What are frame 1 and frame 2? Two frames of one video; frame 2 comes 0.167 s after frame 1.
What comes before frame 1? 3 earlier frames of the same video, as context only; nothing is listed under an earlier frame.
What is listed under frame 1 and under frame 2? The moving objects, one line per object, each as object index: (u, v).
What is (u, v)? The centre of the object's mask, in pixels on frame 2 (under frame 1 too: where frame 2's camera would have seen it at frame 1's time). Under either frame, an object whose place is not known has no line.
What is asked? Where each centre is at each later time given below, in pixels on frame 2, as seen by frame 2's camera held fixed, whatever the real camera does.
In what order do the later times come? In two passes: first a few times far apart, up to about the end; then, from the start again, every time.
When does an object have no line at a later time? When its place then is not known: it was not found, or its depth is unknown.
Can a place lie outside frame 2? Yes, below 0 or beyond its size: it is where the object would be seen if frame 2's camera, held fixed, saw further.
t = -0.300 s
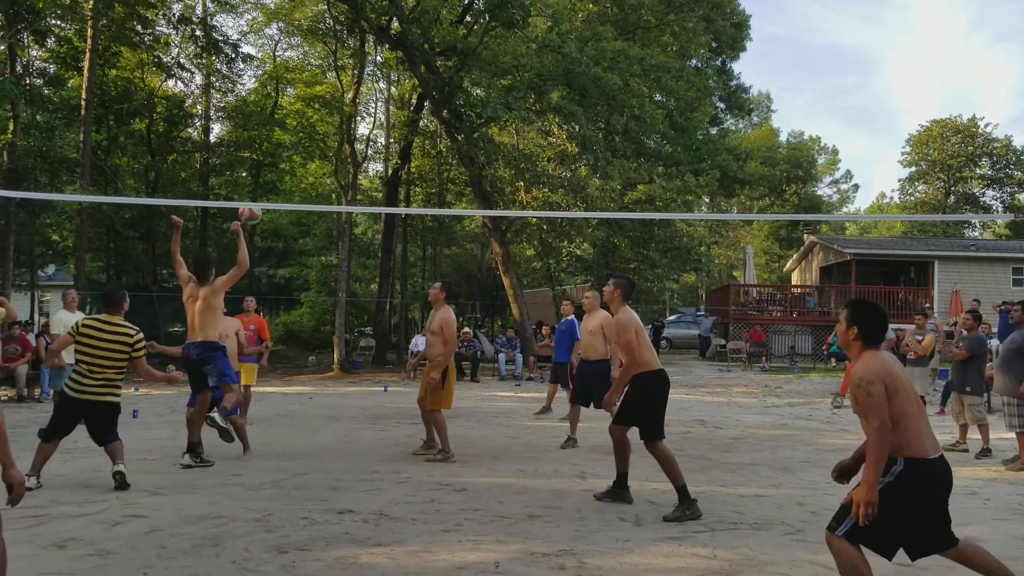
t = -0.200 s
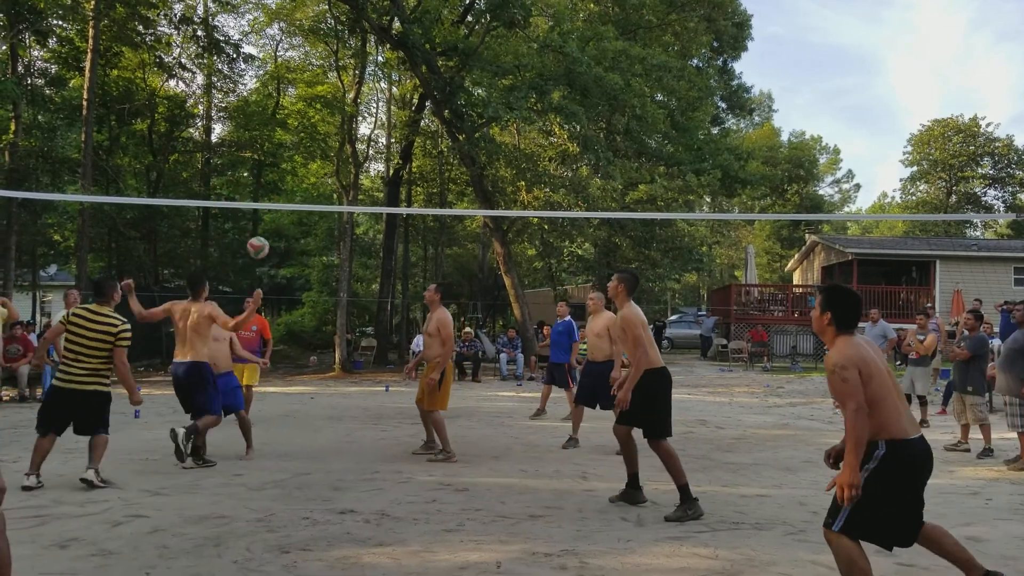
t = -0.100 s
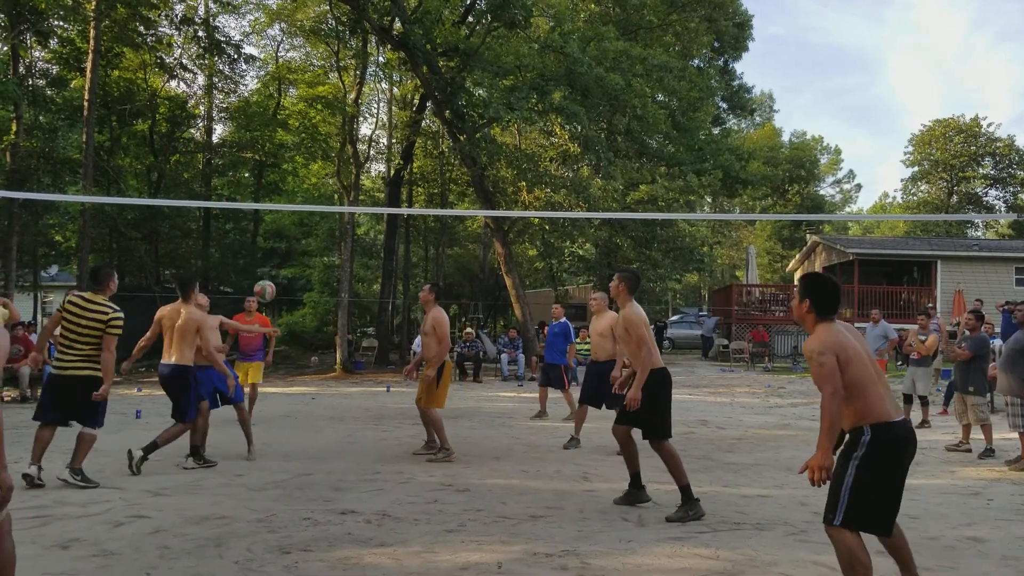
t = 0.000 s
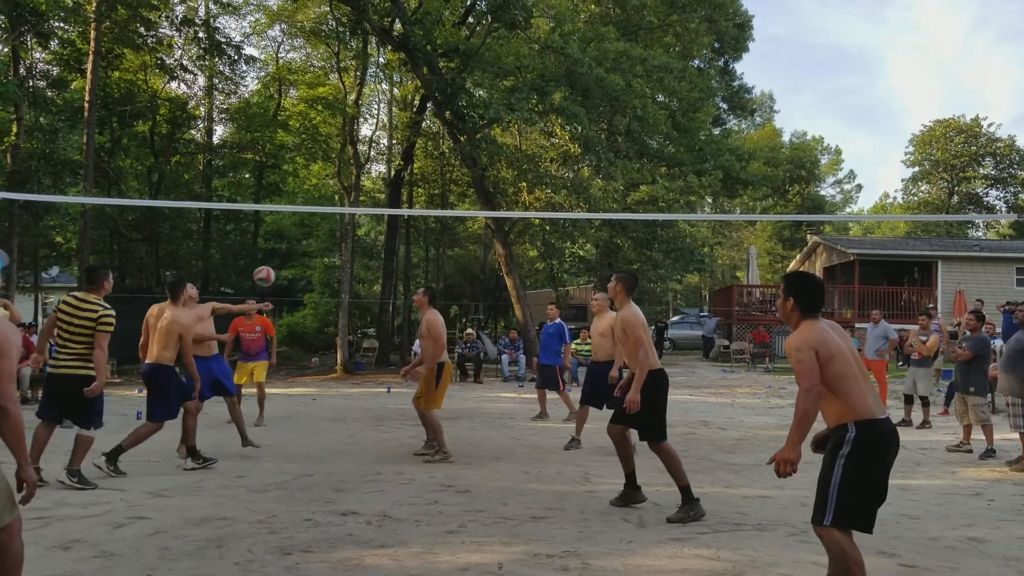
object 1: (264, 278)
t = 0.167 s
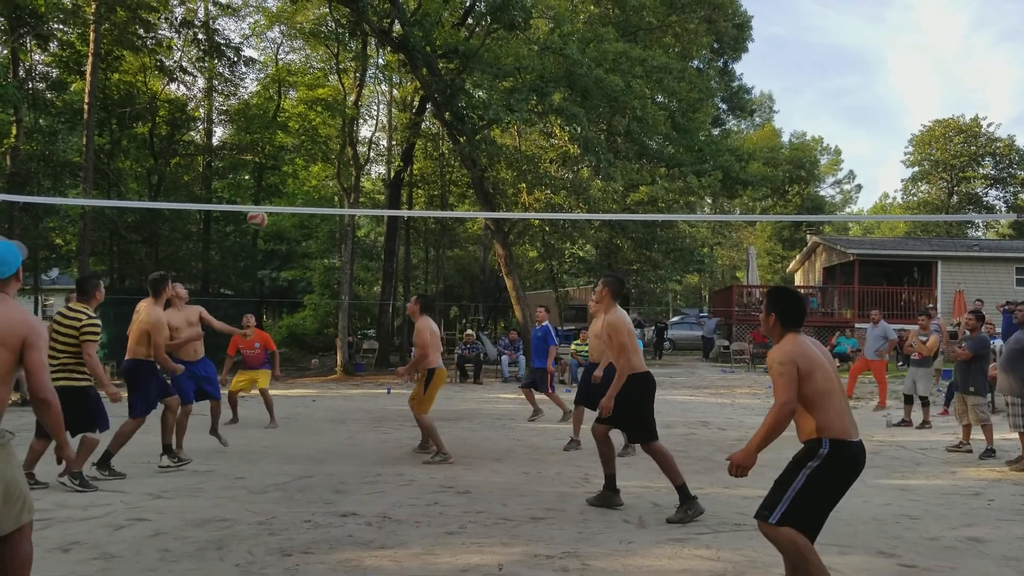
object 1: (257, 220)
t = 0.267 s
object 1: (253, 197)
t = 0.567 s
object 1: (242, 192)
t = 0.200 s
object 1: (257, 212)
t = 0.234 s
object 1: (255, 200)
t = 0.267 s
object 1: (253, 197)
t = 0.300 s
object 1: (252, 194)
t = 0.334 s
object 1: (251, 190)
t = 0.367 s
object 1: (250, 188)
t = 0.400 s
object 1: (248, 186)
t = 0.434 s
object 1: (248, 185)
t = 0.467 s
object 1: (246, 186)
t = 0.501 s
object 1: (245, 187)
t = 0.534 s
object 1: (244, 188)
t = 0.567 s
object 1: (242, 192)
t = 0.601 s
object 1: (242, 196)
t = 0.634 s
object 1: (239, 199)
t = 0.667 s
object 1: (238, 202)
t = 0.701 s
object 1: (238, 215)
